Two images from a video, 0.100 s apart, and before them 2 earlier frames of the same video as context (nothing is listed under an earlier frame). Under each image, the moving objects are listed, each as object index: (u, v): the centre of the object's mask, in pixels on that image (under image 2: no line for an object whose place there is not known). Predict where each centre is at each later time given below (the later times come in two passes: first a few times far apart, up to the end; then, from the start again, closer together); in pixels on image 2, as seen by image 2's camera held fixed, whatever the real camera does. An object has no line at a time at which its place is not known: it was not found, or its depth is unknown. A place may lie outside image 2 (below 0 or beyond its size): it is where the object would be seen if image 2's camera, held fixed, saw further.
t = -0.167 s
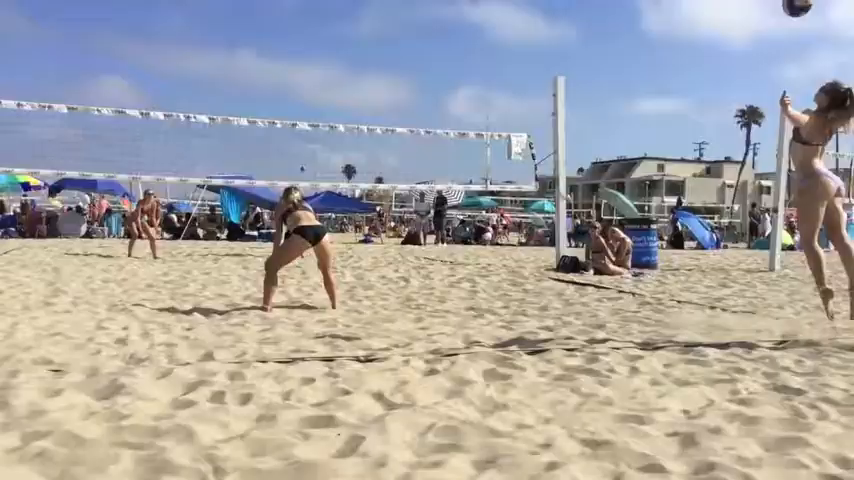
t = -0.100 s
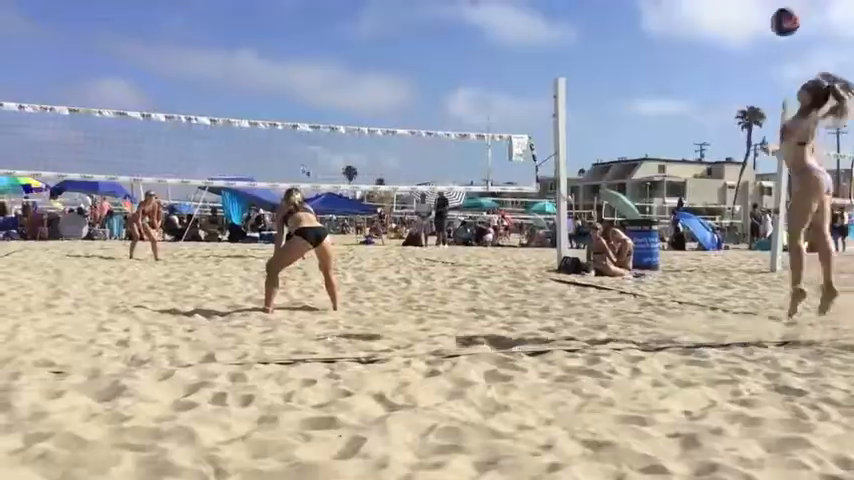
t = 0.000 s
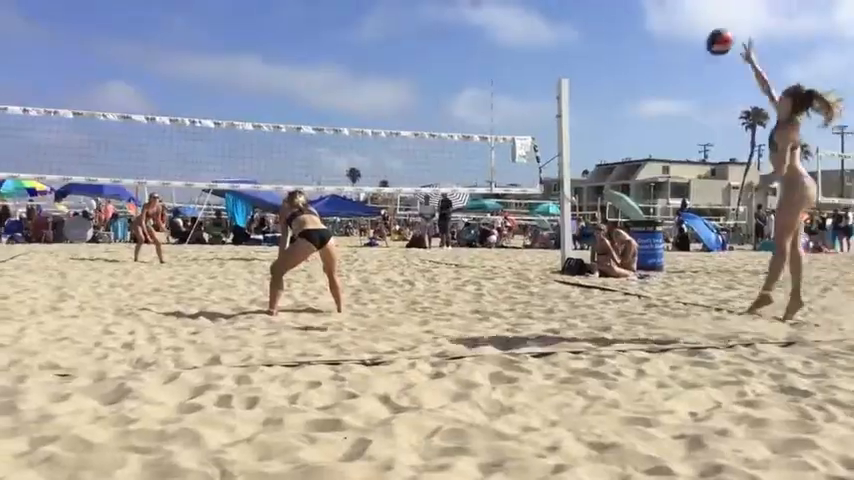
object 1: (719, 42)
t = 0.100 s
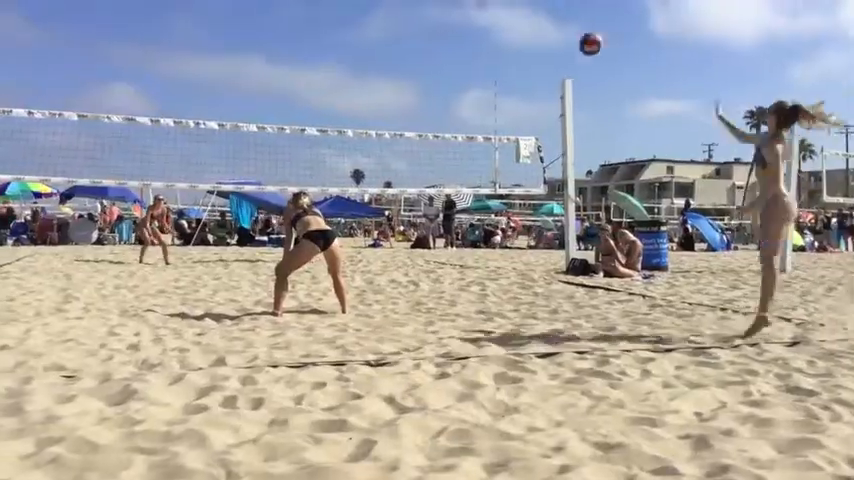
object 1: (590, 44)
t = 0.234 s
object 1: (469, 58)
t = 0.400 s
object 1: (368, 88)
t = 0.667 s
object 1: (275, 151)
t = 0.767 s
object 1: (250, 177)
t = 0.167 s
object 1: (522, 50)
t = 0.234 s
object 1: (469, 58)
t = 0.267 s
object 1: (443, 64)
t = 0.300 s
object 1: (423, 69)
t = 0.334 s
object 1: (403, 75)
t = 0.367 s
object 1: (385, 82)
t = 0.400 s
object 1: (368, 88)
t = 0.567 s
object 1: (303, 124)
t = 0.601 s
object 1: (293, 136)
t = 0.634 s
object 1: (284, 142)
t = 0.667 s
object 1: (275, 151)
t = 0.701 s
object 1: (266, 159)
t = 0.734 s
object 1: (258, 168)
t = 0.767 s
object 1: (250, 177)
